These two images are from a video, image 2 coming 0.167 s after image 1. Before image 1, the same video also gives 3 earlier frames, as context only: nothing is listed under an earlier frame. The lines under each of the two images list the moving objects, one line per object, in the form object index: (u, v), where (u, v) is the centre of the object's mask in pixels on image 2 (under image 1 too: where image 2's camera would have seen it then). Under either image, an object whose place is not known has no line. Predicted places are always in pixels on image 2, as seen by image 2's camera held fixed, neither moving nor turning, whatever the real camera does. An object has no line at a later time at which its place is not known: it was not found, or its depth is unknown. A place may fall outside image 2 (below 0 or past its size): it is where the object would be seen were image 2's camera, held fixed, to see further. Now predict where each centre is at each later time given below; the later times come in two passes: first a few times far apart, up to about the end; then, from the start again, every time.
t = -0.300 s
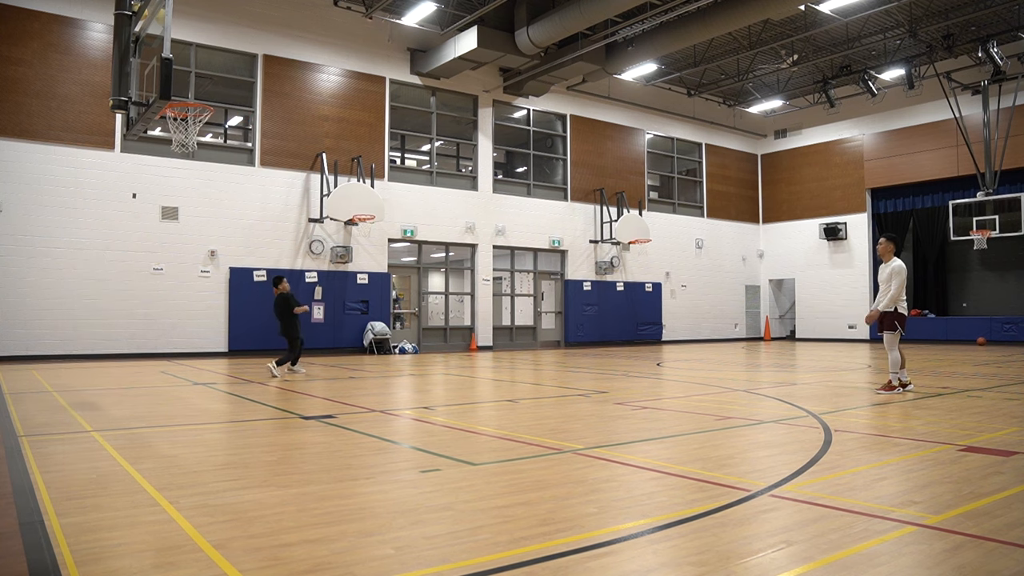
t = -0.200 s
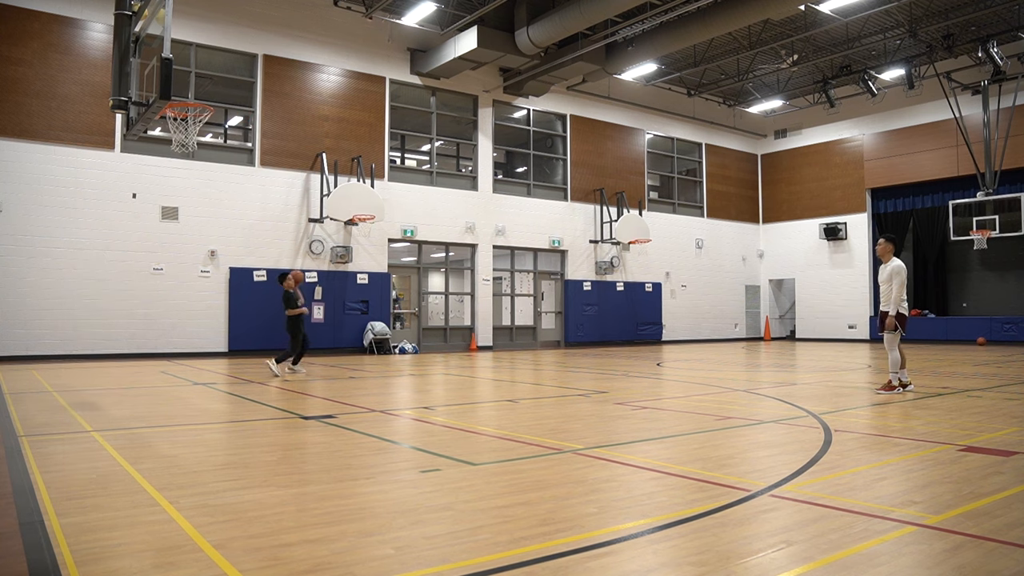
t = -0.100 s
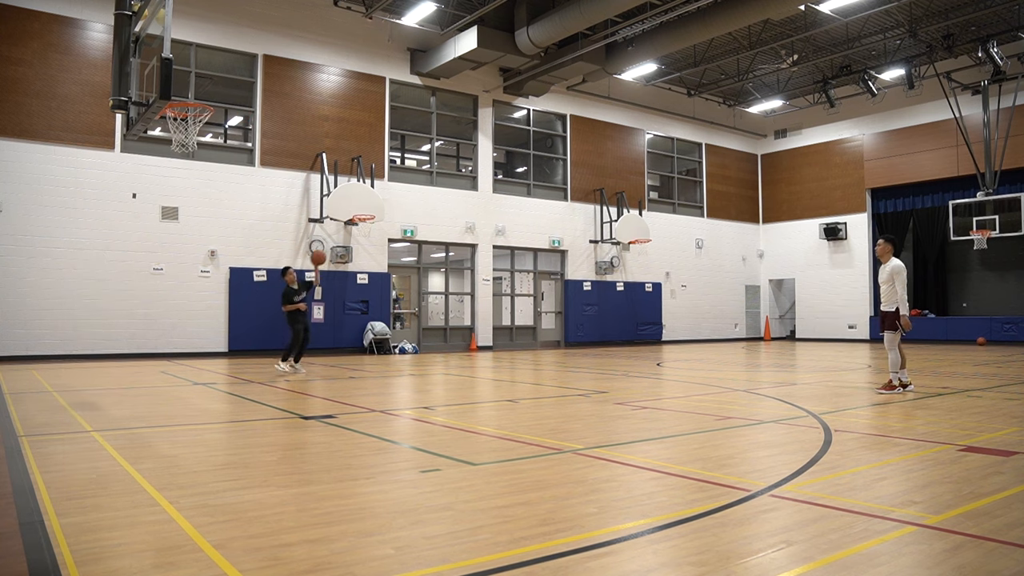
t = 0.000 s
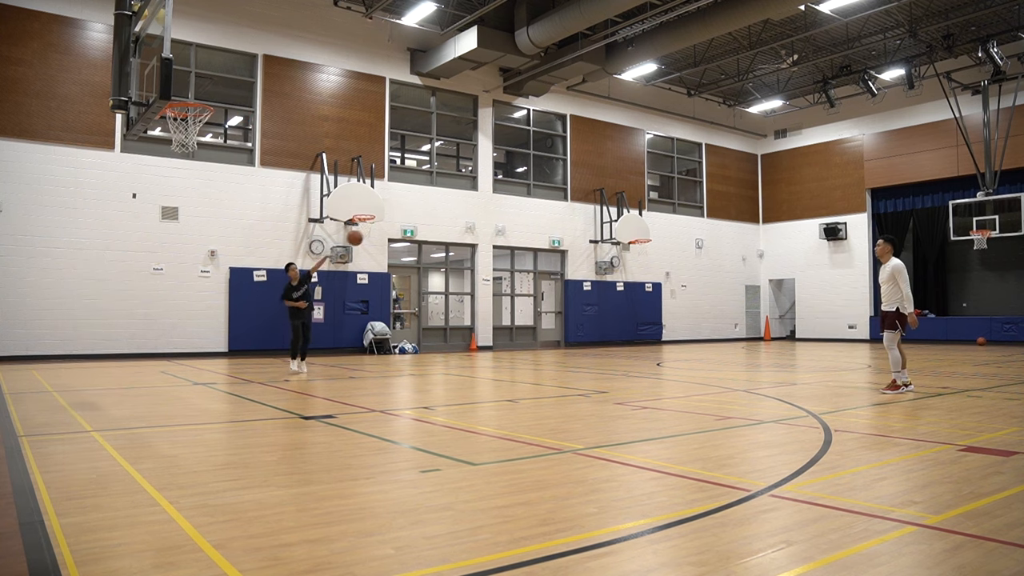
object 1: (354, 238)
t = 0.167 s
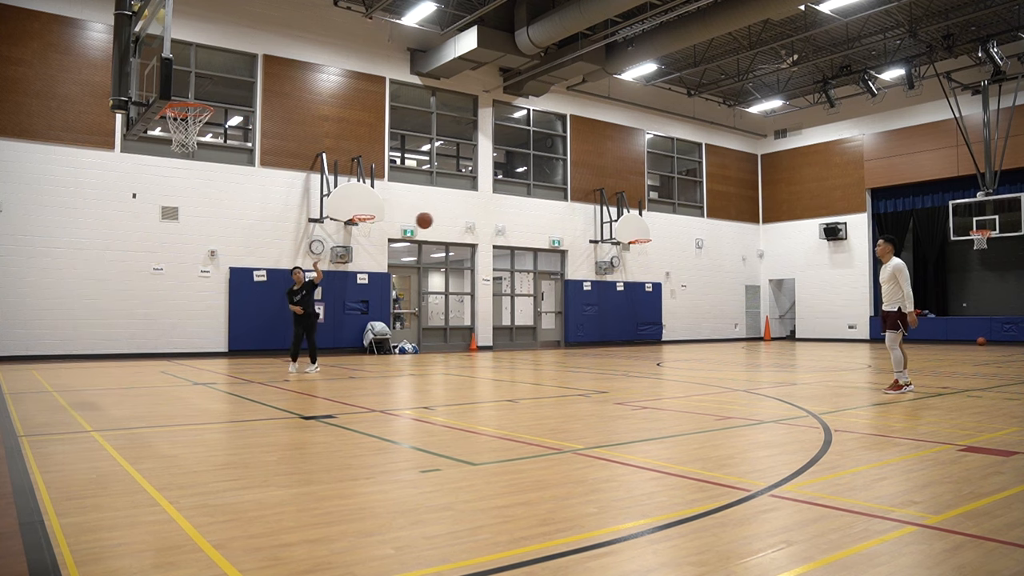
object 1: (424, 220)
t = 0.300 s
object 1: (484, 218)
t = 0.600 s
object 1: (636, 264)
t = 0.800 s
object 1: (740, 332)
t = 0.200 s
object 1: (438, 219)
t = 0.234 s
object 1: (453, 218)
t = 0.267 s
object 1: (468, 218)
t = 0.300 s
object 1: (484, 218)
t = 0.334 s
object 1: (499, 220)
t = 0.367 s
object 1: (515, 222)
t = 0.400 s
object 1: (531, 226)
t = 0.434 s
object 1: (548, 230)
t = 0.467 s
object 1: (565, 235)
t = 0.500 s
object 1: (582, 240)
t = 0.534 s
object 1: (599, 247)
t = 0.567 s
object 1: (617, 255)
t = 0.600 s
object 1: (636, 264)
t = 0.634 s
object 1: (653, 273)
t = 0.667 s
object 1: (672, 284)
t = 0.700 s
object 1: (691, 296)
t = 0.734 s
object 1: (711, 310)
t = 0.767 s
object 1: (730, 324)
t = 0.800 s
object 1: (740, 332)
